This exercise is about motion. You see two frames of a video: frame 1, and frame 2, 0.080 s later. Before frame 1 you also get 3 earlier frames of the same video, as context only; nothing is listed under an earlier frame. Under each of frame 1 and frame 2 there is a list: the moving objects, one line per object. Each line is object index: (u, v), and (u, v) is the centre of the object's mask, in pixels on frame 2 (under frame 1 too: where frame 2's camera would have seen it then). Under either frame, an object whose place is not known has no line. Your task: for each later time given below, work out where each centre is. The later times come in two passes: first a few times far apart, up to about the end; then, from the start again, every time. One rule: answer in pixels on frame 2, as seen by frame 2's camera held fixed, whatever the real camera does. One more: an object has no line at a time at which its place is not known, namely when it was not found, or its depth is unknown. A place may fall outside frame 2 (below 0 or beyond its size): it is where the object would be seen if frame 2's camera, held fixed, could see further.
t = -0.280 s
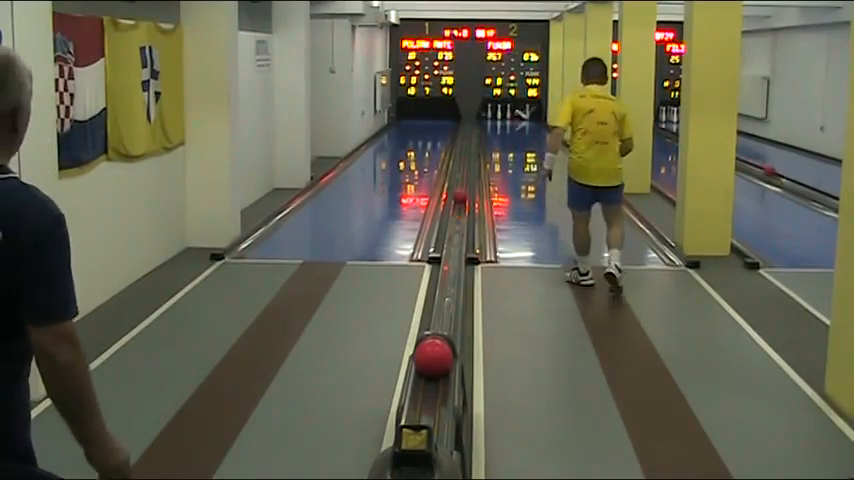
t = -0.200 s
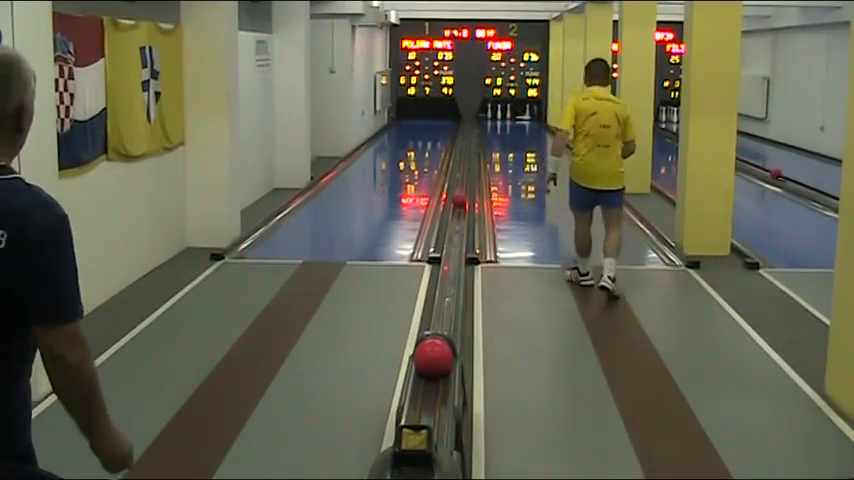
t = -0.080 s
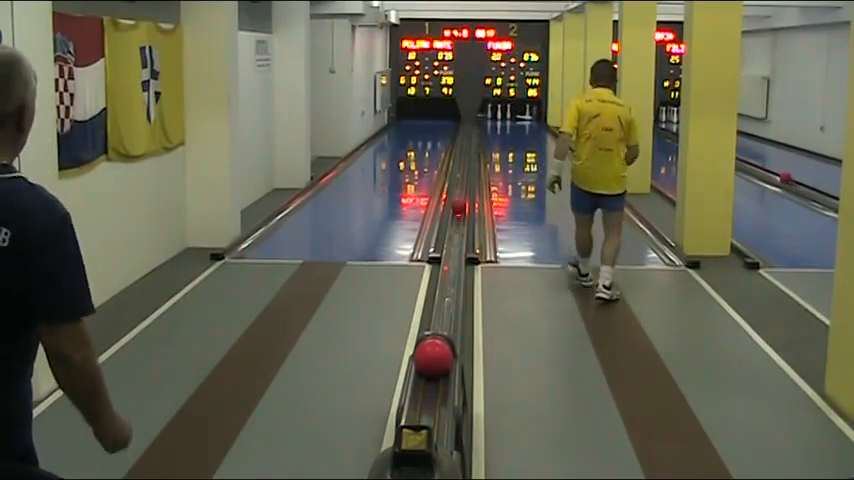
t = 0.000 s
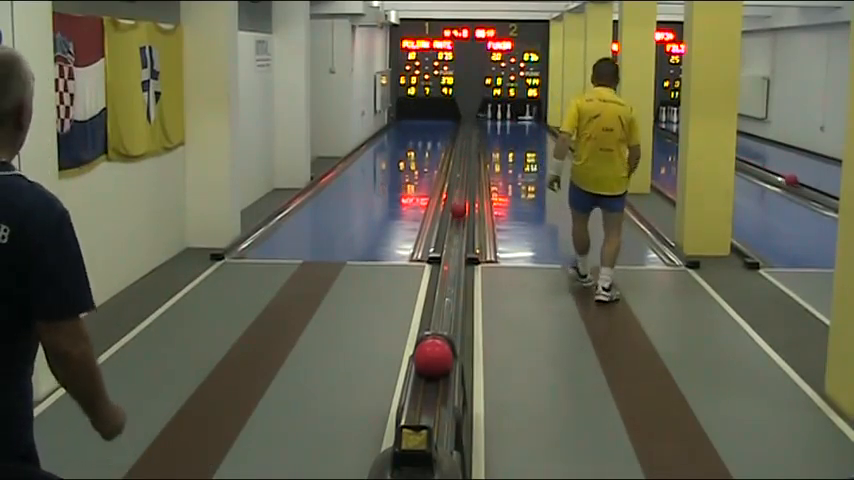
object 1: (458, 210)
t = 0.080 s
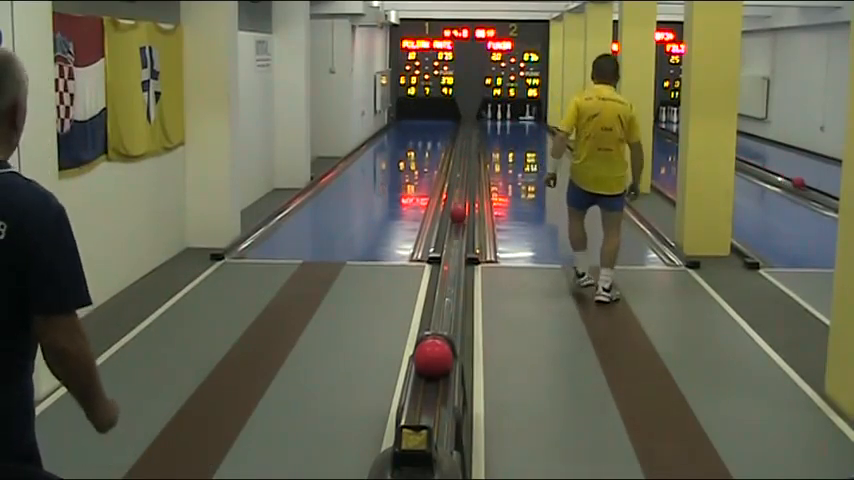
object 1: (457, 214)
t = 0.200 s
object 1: (457, 221)
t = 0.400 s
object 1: (455, 234)
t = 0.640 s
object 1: (453, 252)
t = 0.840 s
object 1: (451, 269)
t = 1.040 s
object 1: (449, 290)
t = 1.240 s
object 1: (445, 317)
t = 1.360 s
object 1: (446, 327)
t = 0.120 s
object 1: (457, 217)
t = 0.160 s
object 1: (457, 219)
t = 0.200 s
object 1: (457, 221)
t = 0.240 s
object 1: (456, 224)
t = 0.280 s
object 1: (456, 226)
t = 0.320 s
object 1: (456, 229)
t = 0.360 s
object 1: (455, 232)
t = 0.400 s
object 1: (455, 234)
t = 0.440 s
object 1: (455, 237)
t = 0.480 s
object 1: (455, 239)
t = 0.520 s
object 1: (454, 242)
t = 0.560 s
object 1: (454, 245)
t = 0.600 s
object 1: (453, 248)
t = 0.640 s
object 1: (453, 252)
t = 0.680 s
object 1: (453, 255)
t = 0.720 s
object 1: (453, 259)
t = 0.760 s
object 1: (452, 262)
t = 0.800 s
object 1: (452, 266)
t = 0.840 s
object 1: (451, 269)
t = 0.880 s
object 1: (451, 274)
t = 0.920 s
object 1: (450, 278)
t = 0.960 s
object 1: (450, 282)
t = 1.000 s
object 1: (449, 286)
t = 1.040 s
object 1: (449, 290)
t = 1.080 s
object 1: (448, 295)
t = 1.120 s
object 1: (448, 300)
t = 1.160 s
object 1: (447, 306)
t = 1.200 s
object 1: (446, 311)
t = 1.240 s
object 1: (445, 317)
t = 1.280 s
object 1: (445, 320)
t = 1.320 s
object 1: (446, 324)
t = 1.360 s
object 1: (446, 327)
